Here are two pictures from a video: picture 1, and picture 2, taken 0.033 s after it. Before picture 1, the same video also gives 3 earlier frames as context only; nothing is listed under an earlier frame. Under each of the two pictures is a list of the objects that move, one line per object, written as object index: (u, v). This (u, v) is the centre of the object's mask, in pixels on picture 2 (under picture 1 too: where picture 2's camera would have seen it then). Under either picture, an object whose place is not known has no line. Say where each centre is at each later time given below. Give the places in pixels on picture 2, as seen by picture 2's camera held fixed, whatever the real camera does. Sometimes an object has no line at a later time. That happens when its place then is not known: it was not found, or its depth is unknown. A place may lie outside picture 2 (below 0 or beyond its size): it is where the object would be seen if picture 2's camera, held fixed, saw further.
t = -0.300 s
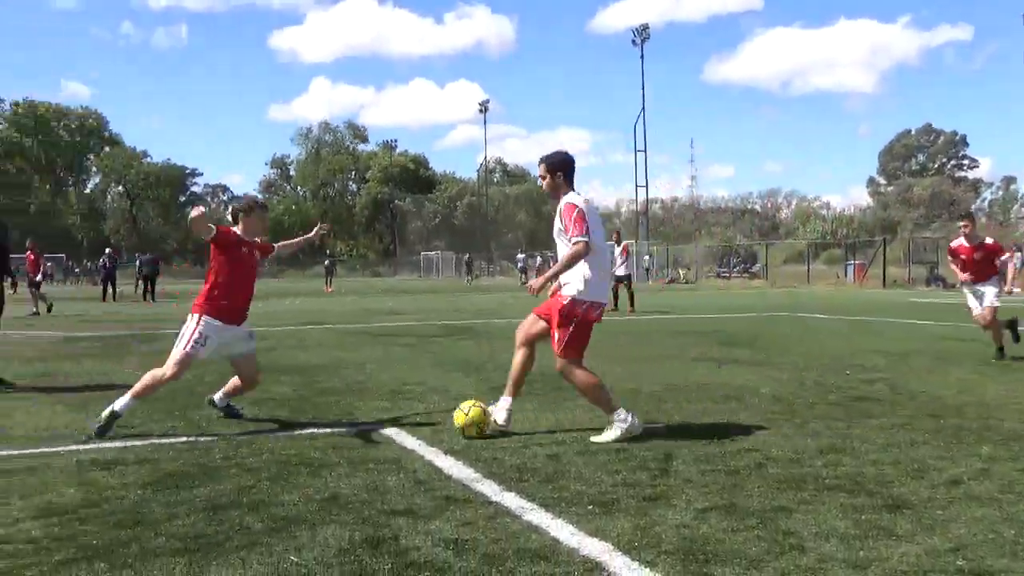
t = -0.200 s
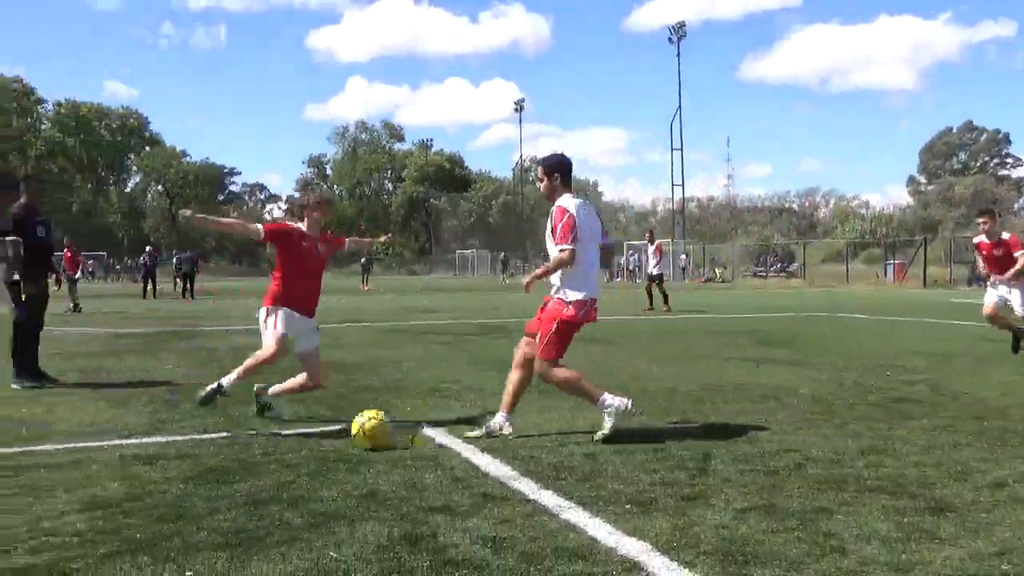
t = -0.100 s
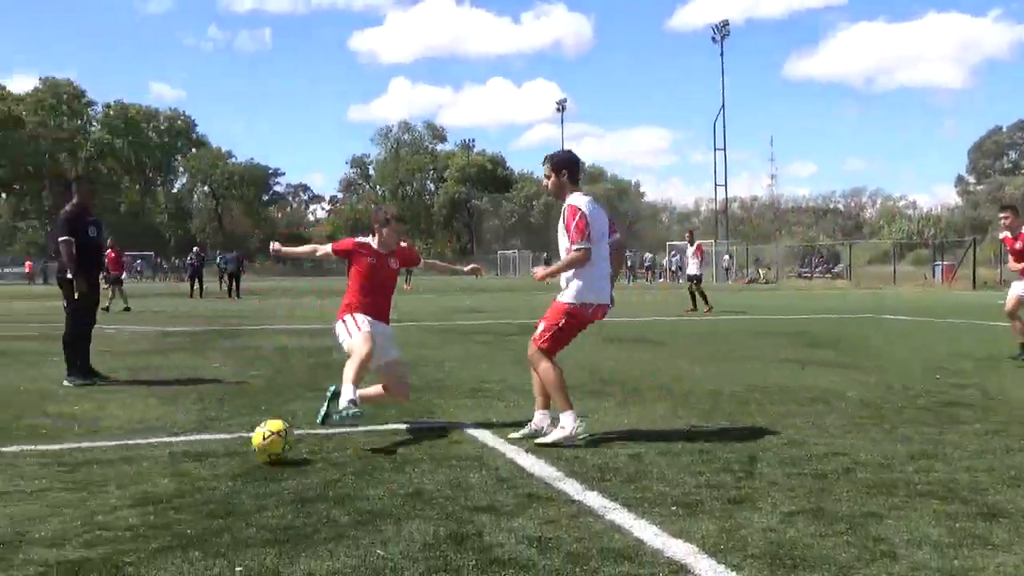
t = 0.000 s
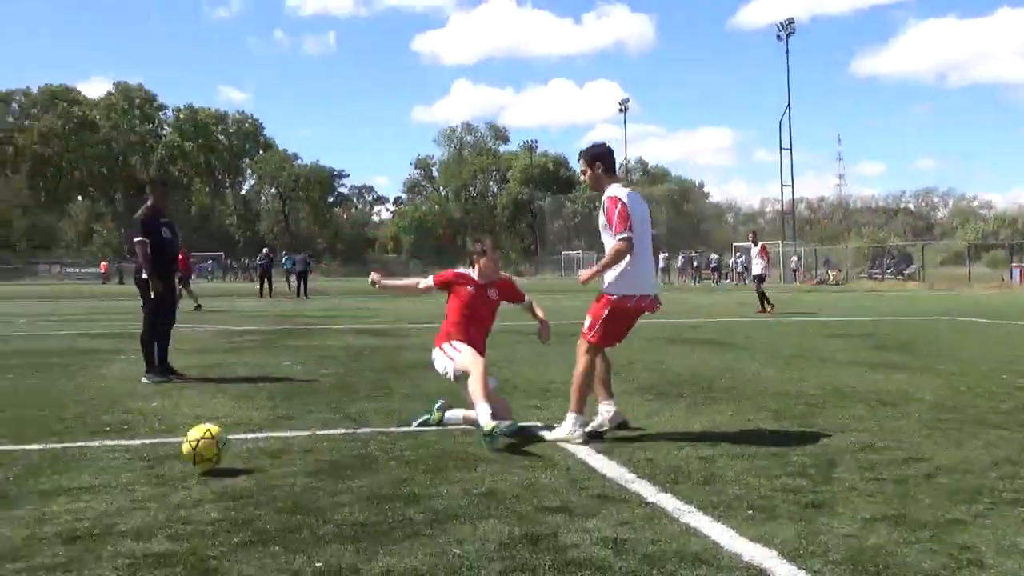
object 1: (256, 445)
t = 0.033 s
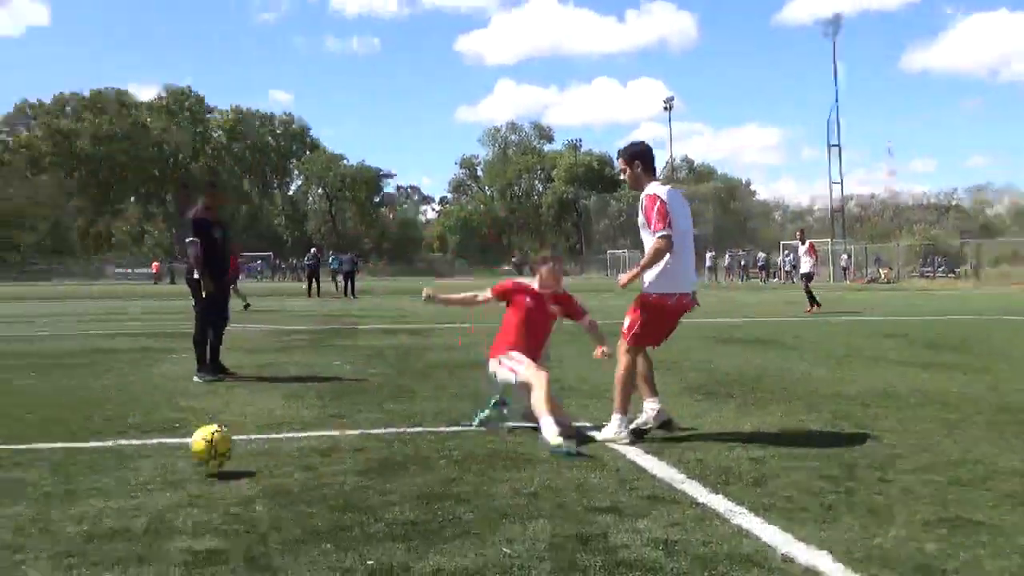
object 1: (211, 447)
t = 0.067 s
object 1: (164, 451)
